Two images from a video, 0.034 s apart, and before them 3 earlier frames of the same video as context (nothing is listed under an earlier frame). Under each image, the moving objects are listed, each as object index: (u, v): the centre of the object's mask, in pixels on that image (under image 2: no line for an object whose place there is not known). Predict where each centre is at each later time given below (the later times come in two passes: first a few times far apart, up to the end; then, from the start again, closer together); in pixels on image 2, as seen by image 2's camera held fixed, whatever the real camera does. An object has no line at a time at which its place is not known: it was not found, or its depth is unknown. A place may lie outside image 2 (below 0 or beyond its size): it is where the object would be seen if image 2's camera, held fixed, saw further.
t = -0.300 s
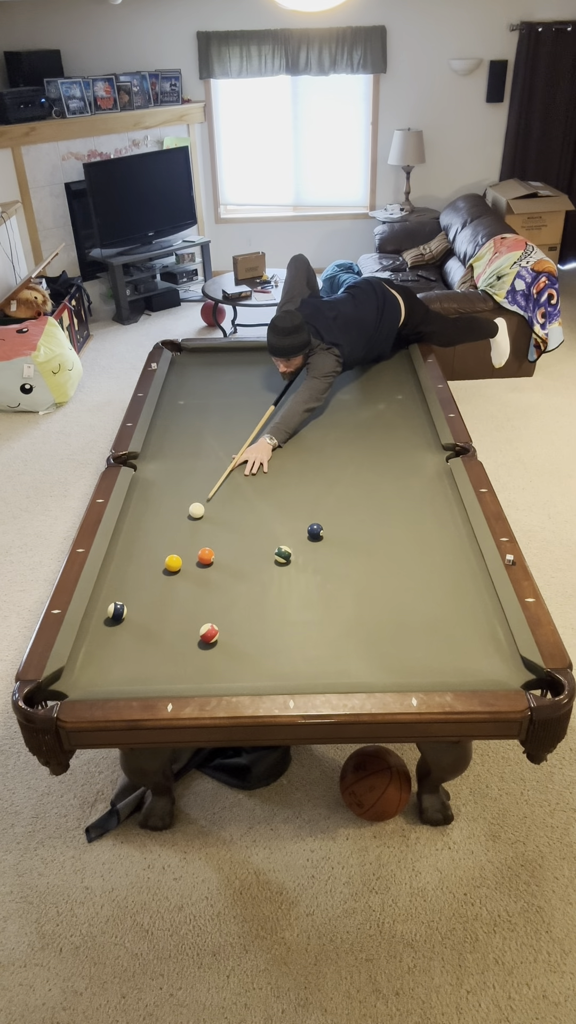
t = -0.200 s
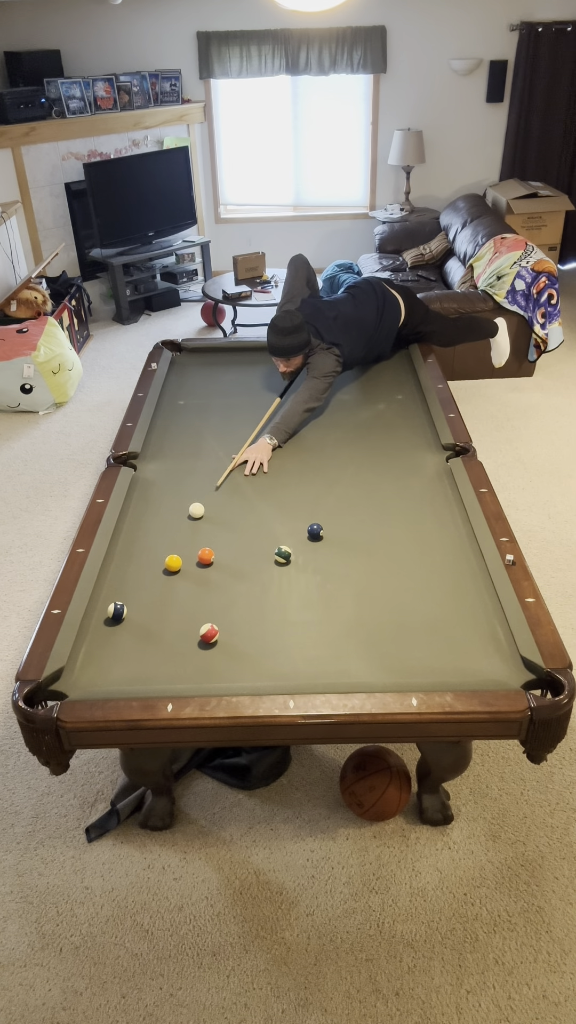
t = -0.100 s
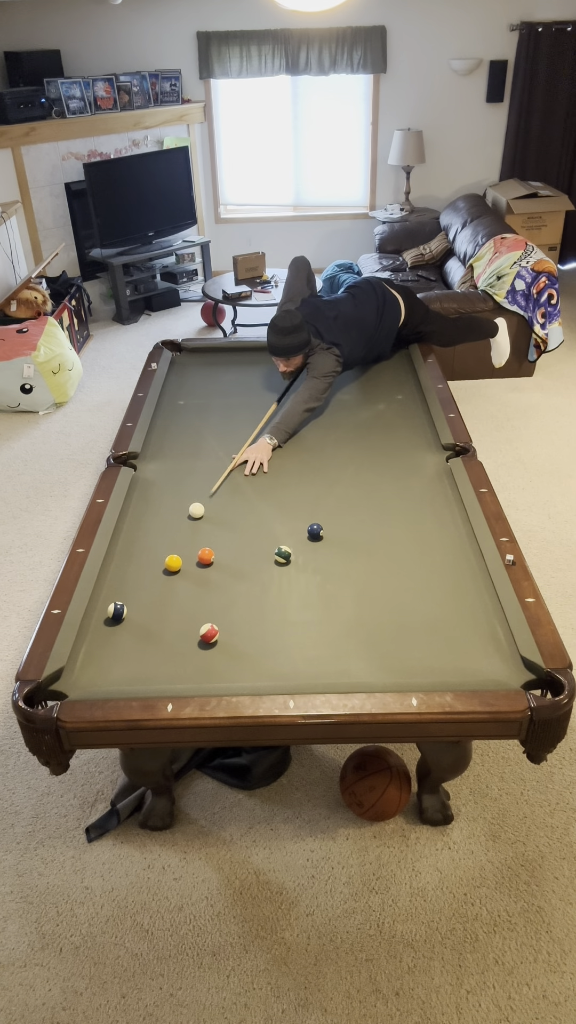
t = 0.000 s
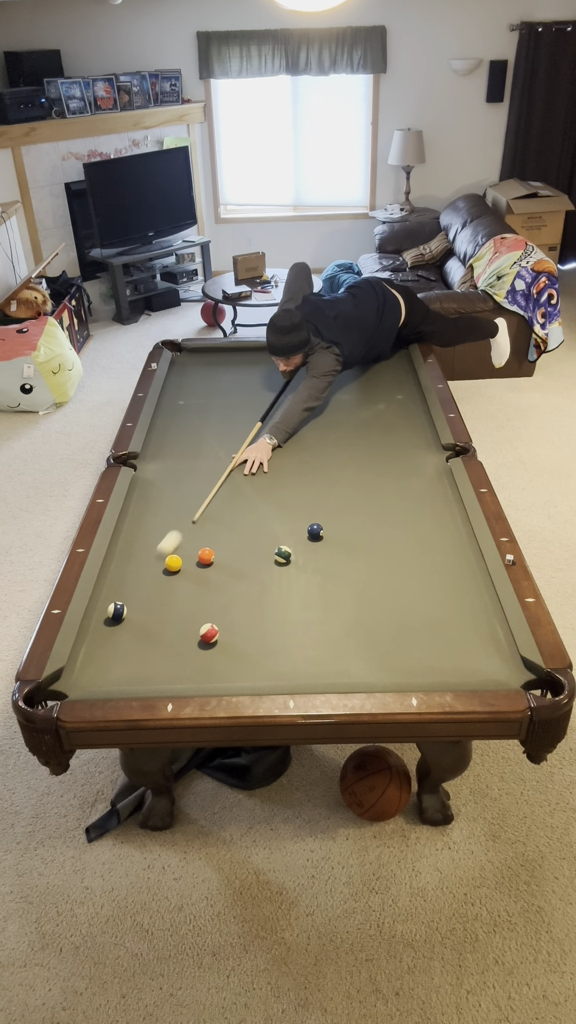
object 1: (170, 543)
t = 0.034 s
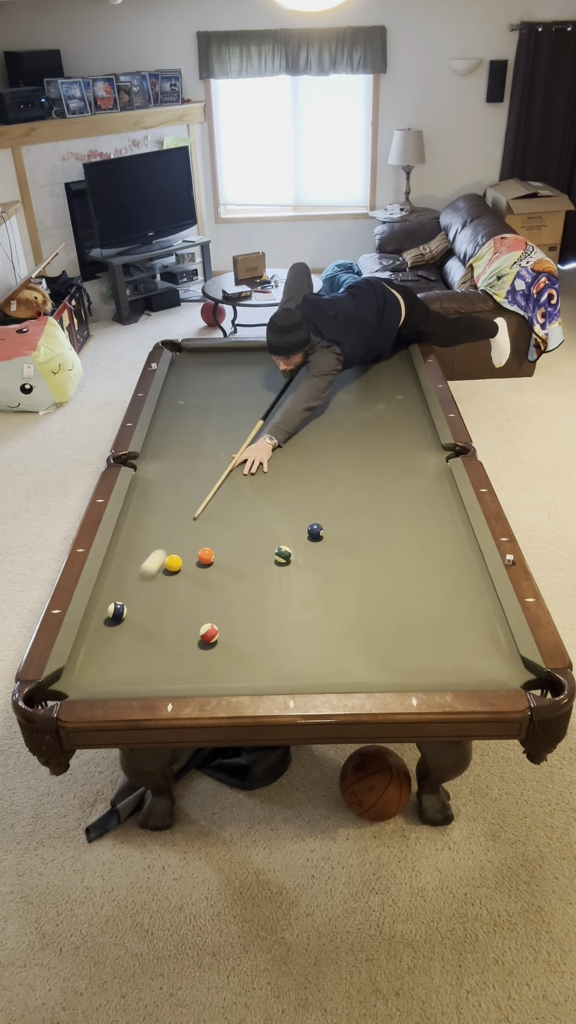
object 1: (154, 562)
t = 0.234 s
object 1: (116, 594)
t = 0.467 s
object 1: (115, 575)
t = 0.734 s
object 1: (114, 555)
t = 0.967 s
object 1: (121, 541)
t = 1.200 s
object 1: (129, 528)
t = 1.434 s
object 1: (136, 516)
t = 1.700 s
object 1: (143, 503)
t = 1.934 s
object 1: (148, 494)
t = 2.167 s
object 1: (152, 486)
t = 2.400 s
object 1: (156, 478)
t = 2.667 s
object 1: (160, 470)
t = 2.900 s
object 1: (163, 464)
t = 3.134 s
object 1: (165, 459)
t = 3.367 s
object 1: (167, 455)
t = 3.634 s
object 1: (169, 450)
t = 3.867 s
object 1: (171, 447)
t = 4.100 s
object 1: (173, 445)
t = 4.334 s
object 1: (173, 443)
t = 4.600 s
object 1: (174, 441)
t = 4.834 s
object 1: (174, 440)
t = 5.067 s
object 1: (174, 440)
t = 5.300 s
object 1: (174, 440)
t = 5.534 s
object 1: (174, 440)
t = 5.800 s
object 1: (174, 440)
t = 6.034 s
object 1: (174, 440)
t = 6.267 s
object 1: (174, 440)
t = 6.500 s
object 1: (174, 440)
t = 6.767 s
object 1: (174, 440)
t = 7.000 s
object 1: (174, 440)
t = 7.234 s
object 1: (174, 440)
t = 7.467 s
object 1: (174, 440)
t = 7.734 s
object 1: (174, 440)
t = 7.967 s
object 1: (174, 440)
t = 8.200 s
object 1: (174, 440)
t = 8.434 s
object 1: (174, 440)
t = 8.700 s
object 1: (174, 440)
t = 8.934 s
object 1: (174, 440)
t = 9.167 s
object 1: (174, 440)
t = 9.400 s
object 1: (174, 440)
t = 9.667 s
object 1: (174, 440)
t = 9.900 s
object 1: (174, 440)
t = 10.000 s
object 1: (174, 440)
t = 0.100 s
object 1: (124, 599)
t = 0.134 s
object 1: (121, 599)
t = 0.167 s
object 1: (118, 598)
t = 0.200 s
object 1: (117, 596)
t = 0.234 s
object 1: (116, 594)
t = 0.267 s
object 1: (115, 591)
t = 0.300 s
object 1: (115, 588)
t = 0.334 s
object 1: (115, 586)
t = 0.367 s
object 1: (115, 583)
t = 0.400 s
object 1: (115, 580)
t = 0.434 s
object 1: (115, 577)
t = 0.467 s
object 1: (115, 575)
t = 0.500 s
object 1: (115, 572)
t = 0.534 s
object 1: (115, 570)
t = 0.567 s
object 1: (115, 567)
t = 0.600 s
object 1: (115, 565)
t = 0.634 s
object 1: (115, 562)
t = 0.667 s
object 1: (114, 560)
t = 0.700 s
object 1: (114, 558)
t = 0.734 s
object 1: (114, 555)
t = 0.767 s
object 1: (114, 553)
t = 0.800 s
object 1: (115, 551)
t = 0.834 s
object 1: (116, 549)
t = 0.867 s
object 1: (118, 547)
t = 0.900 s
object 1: (119, 545)
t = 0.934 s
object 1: (120, 543)
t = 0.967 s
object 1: (121, 541)
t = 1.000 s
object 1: (123, 538)
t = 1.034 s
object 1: (124, 537)
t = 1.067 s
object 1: (125, 535)
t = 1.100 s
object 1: (126, 533)
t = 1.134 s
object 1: (127, 531)
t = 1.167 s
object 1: (128, 529)
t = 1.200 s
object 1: (129, 528)
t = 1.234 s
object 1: (130, 526)
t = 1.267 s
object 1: (131, 524)
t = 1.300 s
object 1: (132, 522)
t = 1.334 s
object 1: (133, 520)
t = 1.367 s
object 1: (134, 519)
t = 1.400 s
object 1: (135, 517)
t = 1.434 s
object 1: (136, 516)
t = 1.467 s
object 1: (137, 514)
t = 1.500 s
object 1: (138, 512)
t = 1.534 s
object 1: (138, 511)
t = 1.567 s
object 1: (139, 509)
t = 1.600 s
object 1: (140, 508)
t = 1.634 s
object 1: (141, 506)
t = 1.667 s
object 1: (142, 505)
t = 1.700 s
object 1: (143, 503)
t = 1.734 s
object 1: (143, 502)
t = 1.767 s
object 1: (144, 501)
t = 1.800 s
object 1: (145, 499)
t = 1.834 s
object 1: (146, 498)
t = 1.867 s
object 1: (146, 496)
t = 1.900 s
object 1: (147, 495)
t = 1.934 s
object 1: (148, 494)
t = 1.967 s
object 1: (148, 493)
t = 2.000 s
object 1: (149, 491)
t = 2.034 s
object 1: (150, 490)
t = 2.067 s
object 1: (150, 489)
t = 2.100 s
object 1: (151, 488)
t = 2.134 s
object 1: (152, 486)
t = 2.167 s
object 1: (152, 486)
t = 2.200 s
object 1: (153, 484)
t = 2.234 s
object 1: (153, 483)
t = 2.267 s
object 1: (154, 482)
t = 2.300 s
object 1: (155, 481)
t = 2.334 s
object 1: (155, 480)
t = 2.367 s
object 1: (156, 479)
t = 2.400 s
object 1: (156, 478)
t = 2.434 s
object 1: (157, 477)
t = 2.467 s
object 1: (157, 476)
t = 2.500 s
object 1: (158, 475)
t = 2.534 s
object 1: (158, 474)
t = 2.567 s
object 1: (159, 473)
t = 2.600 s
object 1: (159, 472)
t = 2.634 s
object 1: (160, 471)
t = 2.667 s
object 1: (160, 470)
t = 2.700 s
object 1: (160, 469)
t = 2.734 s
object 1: (161, 468)
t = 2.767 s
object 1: (161, 468)
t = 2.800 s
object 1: (162, 467)
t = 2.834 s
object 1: (162, 466)
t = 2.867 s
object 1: (163, 465)
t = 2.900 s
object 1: (163, 464)
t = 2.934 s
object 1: (163, 464)
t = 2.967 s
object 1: (164, 463)
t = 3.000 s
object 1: (164, 462)
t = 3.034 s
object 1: (164, 461)
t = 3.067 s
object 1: (165, 461)
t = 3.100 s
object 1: (165, 460)
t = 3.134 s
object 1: (165, 459)
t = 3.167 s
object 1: (165, 458)
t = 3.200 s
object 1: (166, 458)
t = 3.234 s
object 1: (166, 457)
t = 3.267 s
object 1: (166, 457)
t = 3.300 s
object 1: (167, 456)
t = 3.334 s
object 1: (167, 455)
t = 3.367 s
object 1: (167, 455)
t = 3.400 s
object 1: (168, 454)
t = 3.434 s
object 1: (168, 454)
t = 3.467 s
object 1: (168, 453)
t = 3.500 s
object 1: (168, 453)
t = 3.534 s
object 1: (169, 452)
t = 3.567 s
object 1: (169, 451)
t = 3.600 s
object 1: (169, 451)
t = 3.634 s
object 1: (169, 450)
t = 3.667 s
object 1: (170, 450)
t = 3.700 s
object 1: (170, 450)
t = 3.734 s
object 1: (170, 449)
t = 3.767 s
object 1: (170, 449)
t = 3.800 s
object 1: (171, 448)
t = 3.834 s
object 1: (171, 448)
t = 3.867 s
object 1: (171, 447)
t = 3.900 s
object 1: (171, 447)
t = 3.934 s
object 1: (171, 447)
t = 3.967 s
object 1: (172, 446)
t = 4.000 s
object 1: (172, 446)
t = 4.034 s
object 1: (172, 446)
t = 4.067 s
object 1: (172, 445)
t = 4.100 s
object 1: (173, 445)
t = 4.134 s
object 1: (173, 444)
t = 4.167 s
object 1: (173, 444)
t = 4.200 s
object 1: (173, 444)
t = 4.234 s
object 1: (173, 444)
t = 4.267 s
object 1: (173, 443)
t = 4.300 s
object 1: (173, 443)
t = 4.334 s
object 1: (173, 443)
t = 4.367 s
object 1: (174, 443)
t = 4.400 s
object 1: (174, 442)
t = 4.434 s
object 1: (174, 442)
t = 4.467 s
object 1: (174, 442)
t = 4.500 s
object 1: (174, 442)
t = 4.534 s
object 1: (174, 441)
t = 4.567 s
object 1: (174, 441)
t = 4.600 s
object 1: (174, 441)
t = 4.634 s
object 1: (174, 441)
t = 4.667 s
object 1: (174, 441)
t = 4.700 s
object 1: (174, 441)
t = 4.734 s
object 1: (174, 441)
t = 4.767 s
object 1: (174, 440)
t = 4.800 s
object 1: (174, 440)
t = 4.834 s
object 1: (174, 440)
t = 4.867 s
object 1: (174, 440)
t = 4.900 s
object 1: (174, 440)
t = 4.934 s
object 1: (174, 440)
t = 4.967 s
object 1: (174, 440)
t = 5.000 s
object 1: (174, 440)
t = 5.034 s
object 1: (174, 440)
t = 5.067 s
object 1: (174, 440)
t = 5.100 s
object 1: (174, 440)
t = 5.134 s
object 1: (174, 440)
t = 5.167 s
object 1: (174, 440)
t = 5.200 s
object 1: (174, 440)
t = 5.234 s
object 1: (174, 440)
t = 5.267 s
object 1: (174, 440)
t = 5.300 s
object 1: (174, 440)
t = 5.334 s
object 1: (174, 440)
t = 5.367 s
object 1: (174, 440)
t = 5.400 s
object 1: (174, 440)
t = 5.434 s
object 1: (174, 440)
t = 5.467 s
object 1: (174, 440)
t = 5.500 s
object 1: (174, 440)
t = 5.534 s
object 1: (174, 440)
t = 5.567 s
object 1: (174, 440)
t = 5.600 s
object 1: (174, 440)
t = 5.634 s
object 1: (174, 440)
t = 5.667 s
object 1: (174, 440)
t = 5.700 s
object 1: (174, 440)
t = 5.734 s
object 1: (174, 440)
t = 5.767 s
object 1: (174, 440)
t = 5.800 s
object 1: (174, 440)
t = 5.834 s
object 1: (174, 440)
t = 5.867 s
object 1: (174, 440)
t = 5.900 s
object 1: (174, 440)
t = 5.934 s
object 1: (174, 440)
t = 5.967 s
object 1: (174, 440)
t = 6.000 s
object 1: (174, 440)
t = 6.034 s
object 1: (174, 440)
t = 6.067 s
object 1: (174, 440)
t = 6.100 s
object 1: (174, 440)
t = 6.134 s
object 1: (174, 440)
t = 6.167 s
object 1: (174, 440)
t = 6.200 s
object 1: (174, 440)
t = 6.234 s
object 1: (174, 440)
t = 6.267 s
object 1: (174, 440)
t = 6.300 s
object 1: (174, 440)
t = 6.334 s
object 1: (174, 440)
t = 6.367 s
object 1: (174, 440)
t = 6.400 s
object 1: (174, 440)
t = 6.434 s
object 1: (174, 440)
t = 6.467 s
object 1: (174, 440)
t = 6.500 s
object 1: (174, 440)
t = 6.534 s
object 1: (174, 440)
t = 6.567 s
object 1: (174, 440)
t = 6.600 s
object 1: (174, 440)
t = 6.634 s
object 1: (174, 440)
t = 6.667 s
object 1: (174, 440)
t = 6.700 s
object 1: (174, 440)
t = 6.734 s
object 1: (174, 440)
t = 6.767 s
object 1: (174, 440)
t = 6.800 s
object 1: (174, 440)
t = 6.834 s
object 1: (174, 440)
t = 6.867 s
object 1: (174, 440)
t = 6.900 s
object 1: (174, 440)
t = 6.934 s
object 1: (174, 440)
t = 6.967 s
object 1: (174, 440)
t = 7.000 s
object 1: (174, 440)
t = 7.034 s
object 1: (174, 440)
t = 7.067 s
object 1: (174, 440)
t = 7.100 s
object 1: (174, 440)
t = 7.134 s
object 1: (174, 440)
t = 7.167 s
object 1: (174, 440)
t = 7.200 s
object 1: (174, 440)
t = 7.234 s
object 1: (174, 440)
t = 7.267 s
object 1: (174, 440)
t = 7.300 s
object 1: (174, 440)
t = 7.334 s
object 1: (174, 440)
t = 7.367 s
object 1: (174, 440)
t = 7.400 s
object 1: (174, 440)
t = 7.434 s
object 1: (174, 440)
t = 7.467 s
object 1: (174, 440)
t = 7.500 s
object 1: (174, 440)
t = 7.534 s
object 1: (174, 440)
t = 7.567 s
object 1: (174, 440)
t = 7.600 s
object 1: (174, 440)
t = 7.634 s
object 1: (174, 440)
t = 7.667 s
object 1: (174, 440)
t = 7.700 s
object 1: (174, 440)
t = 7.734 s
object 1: (174, 440)
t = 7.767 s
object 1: (174, 440)
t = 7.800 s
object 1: (174, 440)
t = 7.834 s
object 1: (174, 440)
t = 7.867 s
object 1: (174, 440)
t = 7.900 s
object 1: (174, 440)
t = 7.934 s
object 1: (174, 440)
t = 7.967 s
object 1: (174, 440)
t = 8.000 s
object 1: (174, 440)
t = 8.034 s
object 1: (174, 440)
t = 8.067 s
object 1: (174, 440)
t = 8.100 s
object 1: (174, 440)
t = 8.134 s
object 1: (174, 440)
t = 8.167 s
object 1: (174, 440)
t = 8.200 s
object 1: (174, 440)
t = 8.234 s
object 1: (174, 440)
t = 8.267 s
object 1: (174, 440)
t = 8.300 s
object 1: (174, 440)
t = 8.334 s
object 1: (174, 440)
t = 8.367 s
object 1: (174, 440)
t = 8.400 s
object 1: (174, 440)
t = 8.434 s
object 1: (174, 440)
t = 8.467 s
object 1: (174, 440)
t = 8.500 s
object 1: (174, 440)
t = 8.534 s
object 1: (174, 440)
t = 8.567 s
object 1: (174, 440)
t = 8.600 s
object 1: (174, 440)
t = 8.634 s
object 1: (174, 440)
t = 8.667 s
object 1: (174, 440)
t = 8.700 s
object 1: (174, 440)
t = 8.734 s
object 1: (174, 440)
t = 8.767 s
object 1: (174, 440)
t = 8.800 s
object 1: (174, 440)
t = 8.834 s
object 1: (174, 440)
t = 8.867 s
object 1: (174, 440)
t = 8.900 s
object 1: (174, 440)
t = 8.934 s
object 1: (174, 440)
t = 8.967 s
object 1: (174, 440)
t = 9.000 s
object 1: (174, 440)
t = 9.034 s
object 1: (174, 440)
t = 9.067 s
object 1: (174, 440)
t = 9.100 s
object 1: (174, 440)
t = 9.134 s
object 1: (174, 440)
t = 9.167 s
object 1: (174, 440)
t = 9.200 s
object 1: (174, 440)
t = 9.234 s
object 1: (174, 440)
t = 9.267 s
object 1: (174, 440)
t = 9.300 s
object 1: (174, 440)
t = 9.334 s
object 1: (174, 440)
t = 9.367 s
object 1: (174, 440)
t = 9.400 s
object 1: (174, 440)
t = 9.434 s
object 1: (174, 440)
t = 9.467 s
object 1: (174, 440)
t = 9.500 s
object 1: (174, 440)
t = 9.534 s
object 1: (174, 440)
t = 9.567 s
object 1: (174, 440)
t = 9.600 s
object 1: (174, 440)
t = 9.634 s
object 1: (174, 440)
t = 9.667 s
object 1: (174, 440)
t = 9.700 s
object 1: (174, 440)
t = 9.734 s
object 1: (174, 440)
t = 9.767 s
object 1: (174, 440)
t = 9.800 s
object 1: (174, 440)
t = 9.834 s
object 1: (174, 440)
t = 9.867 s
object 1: (174, 440)
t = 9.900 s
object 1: (174, 440)
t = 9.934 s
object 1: (174, 440)
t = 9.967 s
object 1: (174, 440)
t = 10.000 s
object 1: (174, 440)
